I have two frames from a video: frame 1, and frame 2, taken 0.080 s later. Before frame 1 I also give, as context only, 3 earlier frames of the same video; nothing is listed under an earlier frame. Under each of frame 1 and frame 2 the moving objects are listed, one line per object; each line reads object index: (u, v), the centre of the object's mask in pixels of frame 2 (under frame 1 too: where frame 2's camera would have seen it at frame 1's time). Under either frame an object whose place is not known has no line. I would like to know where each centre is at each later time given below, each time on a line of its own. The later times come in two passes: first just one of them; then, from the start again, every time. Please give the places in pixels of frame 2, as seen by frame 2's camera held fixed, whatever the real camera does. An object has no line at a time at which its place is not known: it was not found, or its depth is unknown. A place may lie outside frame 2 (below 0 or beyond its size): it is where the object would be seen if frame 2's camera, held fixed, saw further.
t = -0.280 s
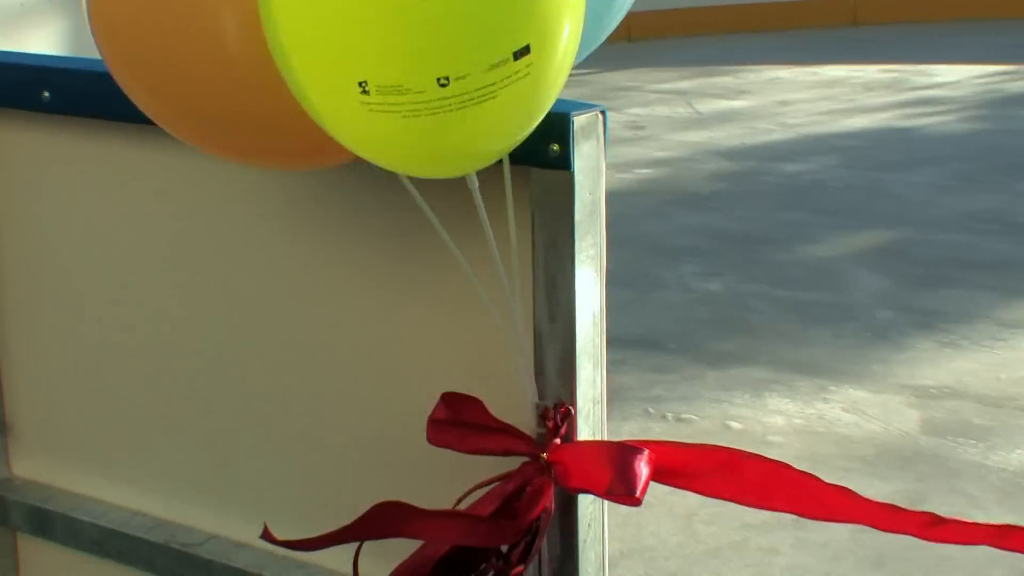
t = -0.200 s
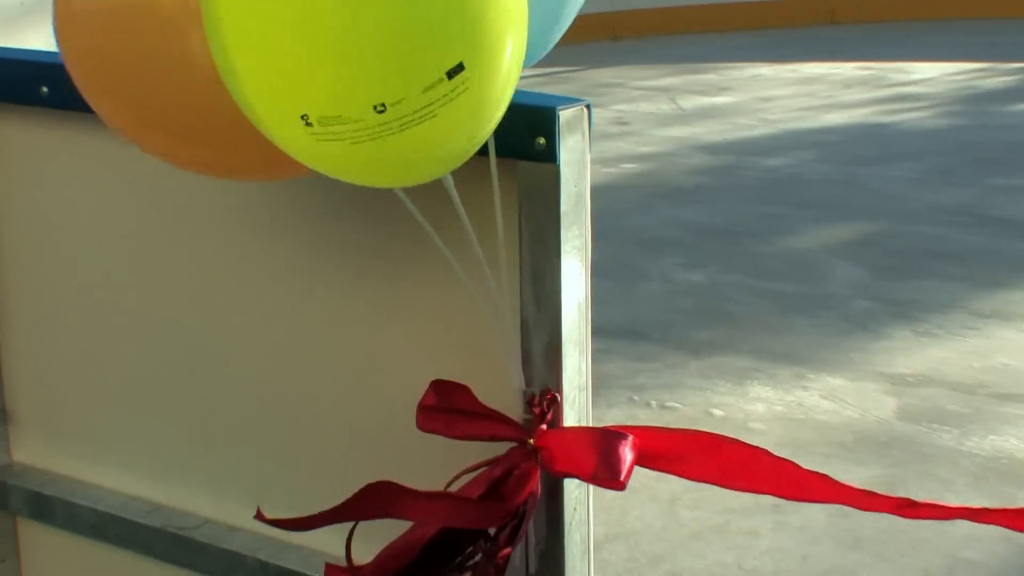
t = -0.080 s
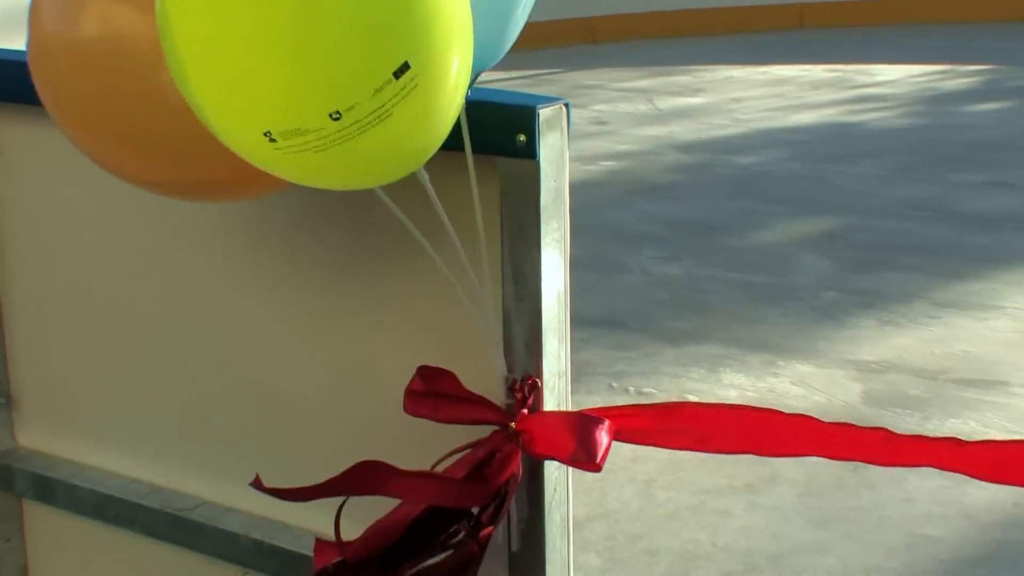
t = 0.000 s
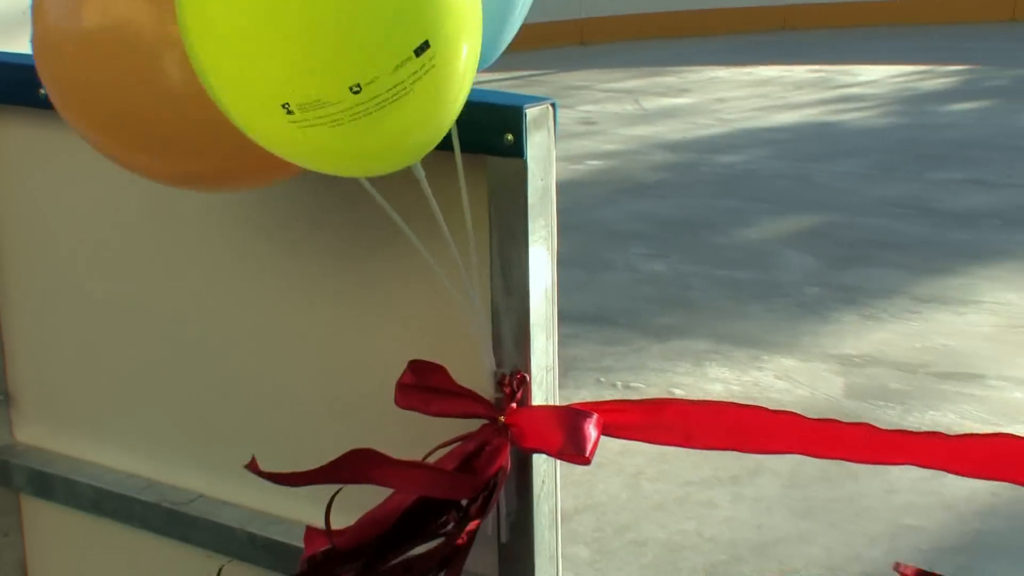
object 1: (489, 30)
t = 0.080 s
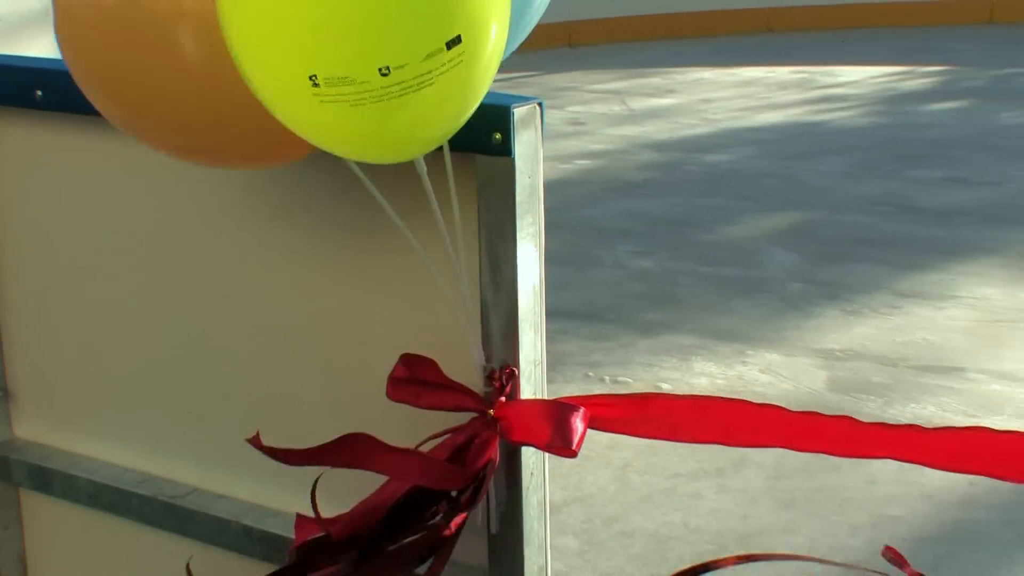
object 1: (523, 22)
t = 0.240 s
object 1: (511, 18)
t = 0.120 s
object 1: (534, 22)
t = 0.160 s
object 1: (534, 24)
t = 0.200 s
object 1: (525, 22)
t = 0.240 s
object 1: (511, 18)
